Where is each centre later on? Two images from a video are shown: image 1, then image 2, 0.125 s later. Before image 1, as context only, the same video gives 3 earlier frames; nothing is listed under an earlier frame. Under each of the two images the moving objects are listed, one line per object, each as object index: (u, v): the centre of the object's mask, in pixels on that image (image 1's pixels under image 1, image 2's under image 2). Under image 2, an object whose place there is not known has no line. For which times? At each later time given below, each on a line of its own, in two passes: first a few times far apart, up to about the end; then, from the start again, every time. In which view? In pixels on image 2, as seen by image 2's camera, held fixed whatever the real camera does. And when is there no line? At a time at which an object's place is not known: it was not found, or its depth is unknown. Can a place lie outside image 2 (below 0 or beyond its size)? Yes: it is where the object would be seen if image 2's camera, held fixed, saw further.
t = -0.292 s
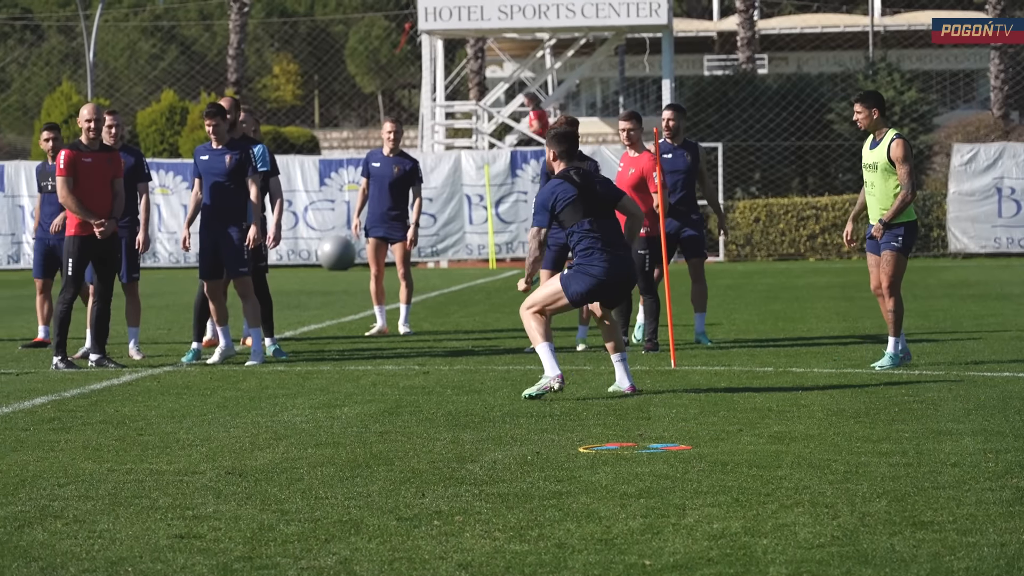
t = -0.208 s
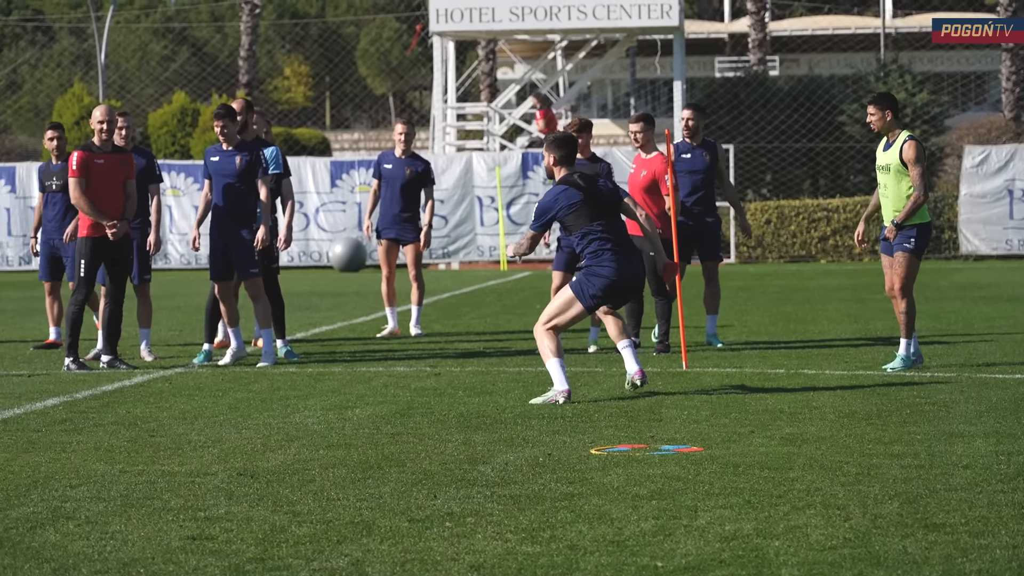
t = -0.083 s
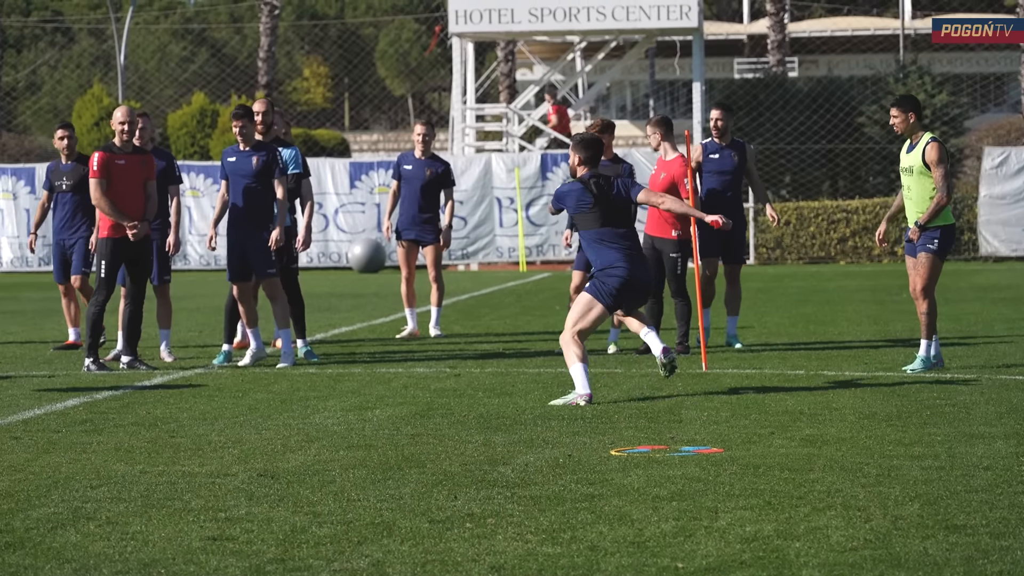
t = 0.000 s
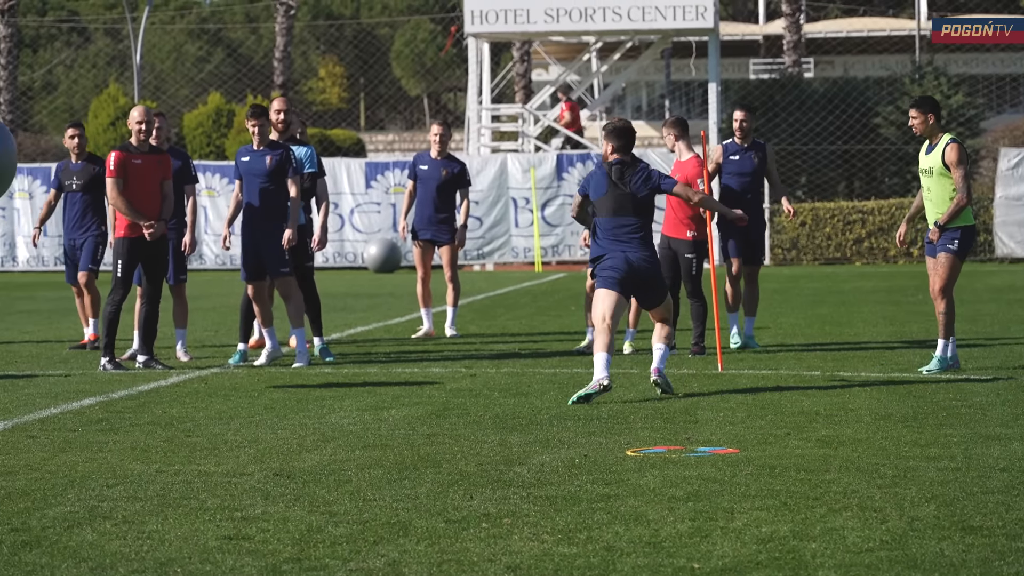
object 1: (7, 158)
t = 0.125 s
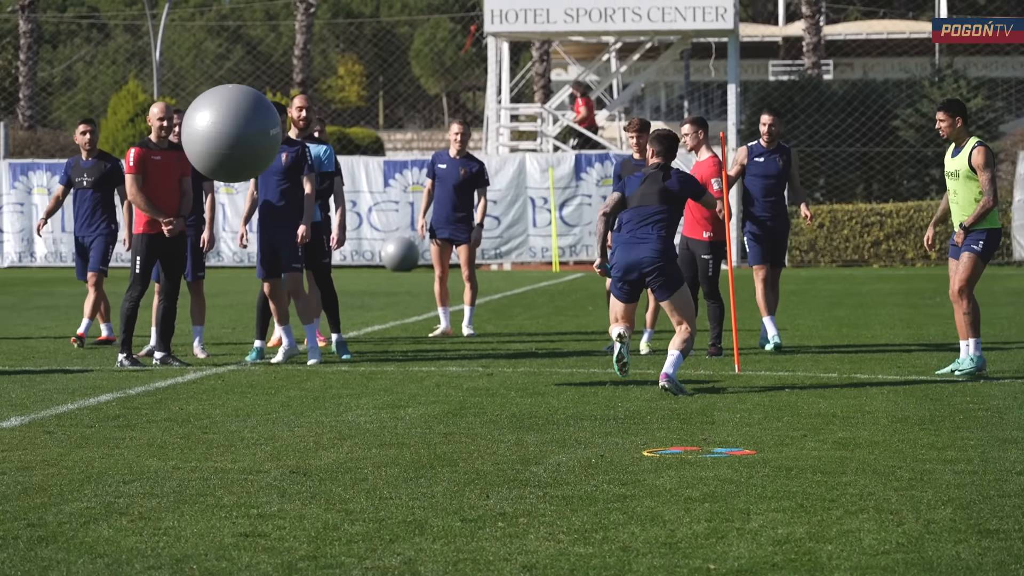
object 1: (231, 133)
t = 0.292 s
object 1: (549, 159)
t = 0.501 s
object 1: (911, 271)
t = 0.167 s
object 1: (313, 132)
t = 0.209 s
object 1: (394, 136)
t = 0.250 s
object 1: (473, 145)
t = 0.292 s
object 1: (549, 159)
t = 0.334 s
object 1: (622, 176)
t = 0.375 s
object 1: (693, 195)
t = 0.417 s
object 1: (766, 217)
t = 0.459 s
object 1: (839, 241)
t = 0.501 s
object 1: (911, 271)
